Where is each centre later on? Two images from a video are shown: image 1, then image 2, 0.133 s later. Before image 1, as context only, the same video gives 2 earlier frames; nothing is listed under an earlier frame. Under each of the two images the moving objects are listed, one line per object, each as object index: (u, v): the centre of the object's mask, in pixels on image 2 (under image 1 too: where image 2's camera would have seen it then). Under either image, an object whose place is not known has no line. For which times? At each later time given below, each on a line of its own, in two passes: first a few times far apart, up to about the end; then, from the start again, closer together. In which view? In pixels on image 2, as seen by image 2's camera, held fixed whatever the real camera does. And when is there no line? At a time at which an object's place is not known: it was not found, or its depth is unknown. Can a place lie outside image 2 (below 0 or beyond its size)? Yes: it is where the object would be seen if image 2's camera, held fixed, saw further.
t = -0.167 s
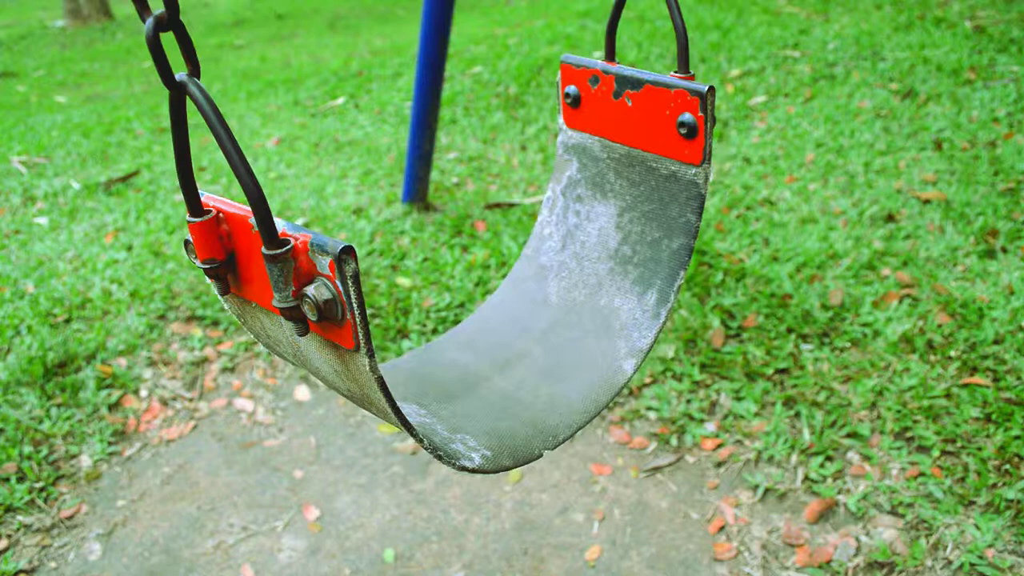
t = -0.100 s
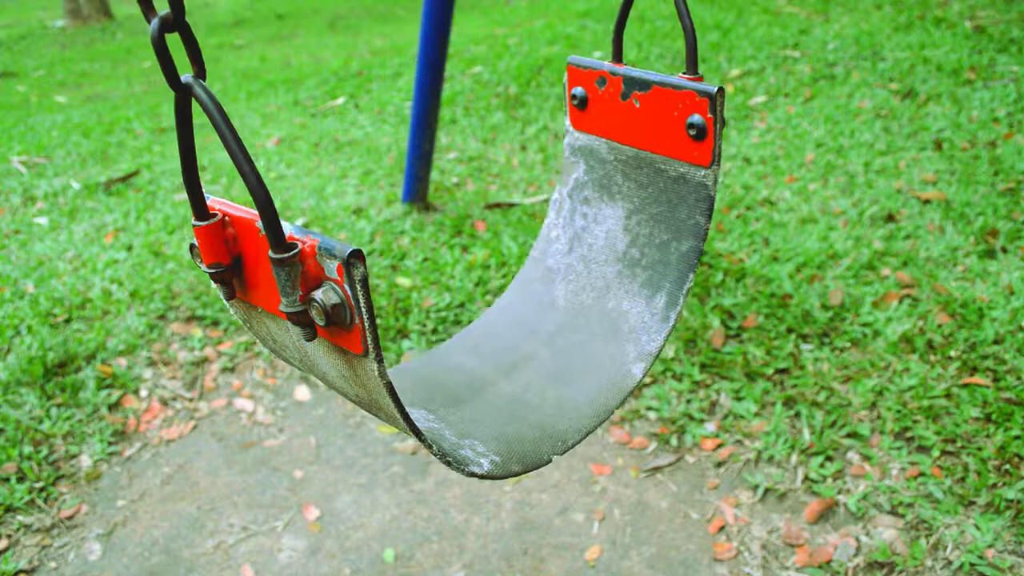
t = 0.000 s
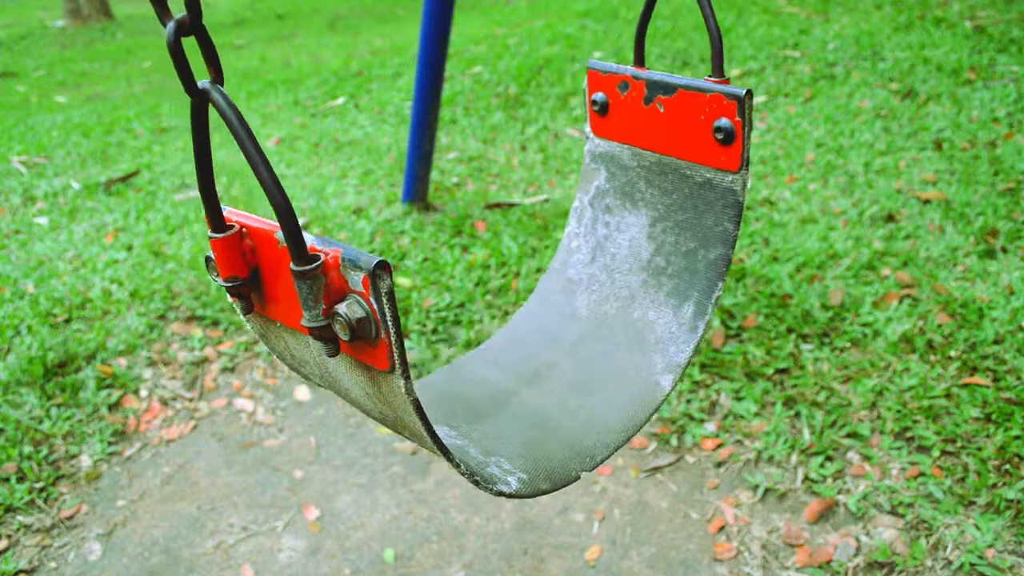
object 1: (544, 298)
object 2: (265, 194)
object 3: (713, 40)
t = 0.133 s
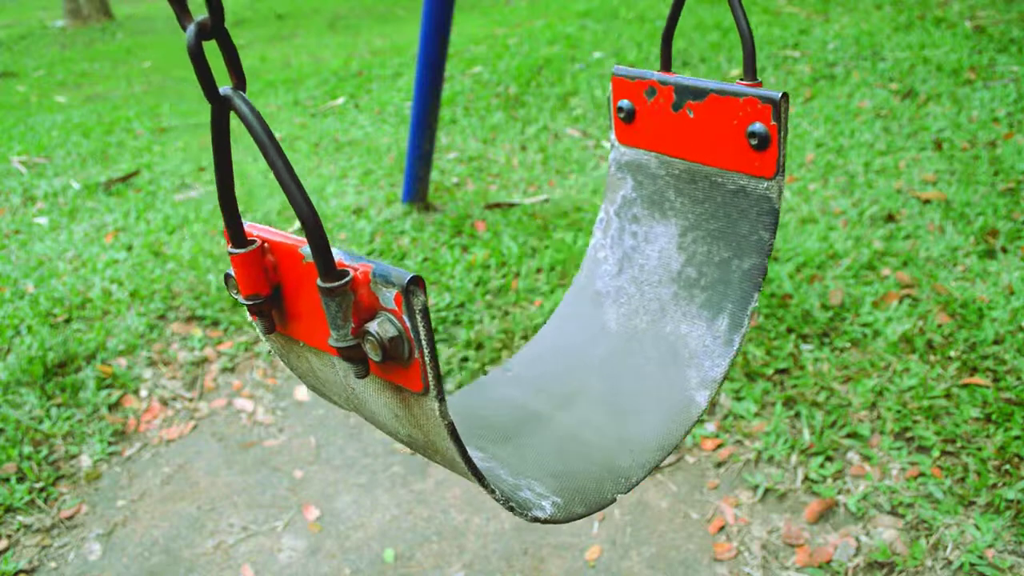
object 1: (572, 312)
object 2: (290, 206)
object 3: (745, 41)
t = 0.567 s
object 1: (602, 331)
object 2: (310, 223)
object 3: (782, 43)
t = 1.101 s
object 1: (498, 286)
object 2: (214, 182)
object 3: (669, 39)
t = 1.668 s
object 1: (457, 255)
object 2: (187, 160)
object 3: (614, 33)
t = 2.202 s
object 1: (540, 298)
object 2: (262, 194)
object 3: (709, 41)
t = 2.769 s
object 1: (597, 331)
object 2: (302, 222)
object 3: (776, 43)
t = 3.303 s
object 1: (500, 287)
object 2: (215, 183)
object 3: (672, 38)
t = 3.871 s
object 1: (453, 259)
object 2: (189, 164)
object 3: (614, 33)
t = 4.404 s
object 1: (535, 301)
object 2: (251, 196)
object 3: (705, 40)
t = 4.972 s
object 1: (595, 331)
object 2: (297, 223)
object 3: (772, 43)
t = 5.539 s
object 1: (499, 284)
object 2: (217, 183)
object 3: (667, 39)
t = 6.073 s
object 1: (460, 259)
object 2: (188, 163)
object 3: (618, 34)
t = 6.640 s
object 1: (539, 305)
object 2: (252, 199)
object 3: (710, 41)
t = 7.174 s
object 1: (594, 330)
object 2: (298, 223)
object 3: (770, 43)
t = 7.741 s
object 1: (502, 282)
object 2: (223, 182)
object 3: (673, 39)
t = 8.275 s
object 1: (461, 260)
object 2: (192, 162)
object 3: (620, 34)
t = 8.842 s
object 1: (535, 306)
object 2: (244, 200)
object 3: (707, 40)
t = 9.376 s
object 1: (592, 328)
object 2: (299, 220)
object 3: (770, 43)
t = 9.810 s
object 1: (530, 294)
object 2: (249, 191)
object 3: (704, 40)
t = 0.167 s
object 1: (578, 316)
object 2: (296, 207)
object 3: (752, 41)
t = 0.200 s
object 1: (584, 319)
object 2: (303, 211)
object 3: (758, 42)
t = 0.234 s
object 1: (589, 321)
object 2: (308, 213)
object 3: (764, 43)
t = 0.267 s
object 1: (595, 324)
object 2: (312, 214)
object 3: (770, 43)
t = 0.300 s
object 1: (599, 326)
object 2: (317, 218)
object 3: (774, 43)
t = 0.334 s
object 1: (602, 328)
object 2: (318, 217)
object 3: (778, 43)
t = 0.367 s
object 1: (605, 329)
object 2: (321, 220)
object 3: (782, 43)
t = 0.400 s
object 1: (606, 331)
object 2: (320, 222)
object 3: (783, 43)
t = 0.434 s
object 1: (607, 332)
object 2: (320, 224)
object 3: (785, 43)
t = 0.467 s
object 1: (607, 332)
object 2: (319, 223)
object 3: (786, 44)
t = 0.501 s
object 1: (606, 332)
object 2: (316, 224)
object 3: (785, 44)
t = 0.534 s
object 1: (605, 332)
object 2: (316, 226)
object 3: (784, 43)
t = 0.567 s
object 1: (602, 331)
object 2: (310, 223)
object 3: (782, 43)
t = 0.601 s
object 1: (598, 330)
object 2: (305, 223)
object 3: (779, 43)
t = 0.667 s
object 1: (588, 328)
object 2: (294, 221)
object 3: (770, 44)
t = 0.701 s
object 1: (583, 325)
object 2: (289, 219)
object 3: (765, 44)
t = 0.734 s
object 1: (580, 322)
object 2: (282, 216)
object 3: (758, 43)
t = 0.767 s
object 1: (571, 320)
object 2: (275, 214)
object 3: (751, 43)
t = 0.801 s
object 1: (563, 318)
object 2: (268, 211)
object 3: (743, 43)
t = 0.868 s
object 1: (549, 311)
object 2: (256, 207)
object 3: (728, 42)
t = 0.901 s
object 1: (542, 308)
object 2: (249, 204)
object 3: (720, 42)
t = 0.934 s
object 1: (537, 303)
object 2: (241, 198)
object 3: (711, 41)
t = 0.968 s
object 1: (527, 301)
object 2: (235, 196)
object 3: (702, 41)
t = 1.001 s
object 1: (520, 297)
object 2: (230, 193)
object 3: (694, 40)
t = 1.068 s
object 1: (505, 289)
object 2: (220, 187)
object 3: (677, 39)
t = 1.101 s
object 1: (498, 286)
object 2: (214, 182)
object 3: (669, 39)
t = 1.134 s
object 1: (492, 283)
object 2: (211, 181)
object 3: (662, 38)
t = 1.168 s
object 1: (486, 279)
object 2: (207, 178)
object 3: (654, 38)
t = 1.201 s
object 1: (480, 276)
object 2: (202, 174)
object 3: (648, 37)
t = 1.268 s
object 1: (469, 270)
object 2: (195, 171)
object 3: (635, 36)
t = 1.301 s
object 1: (467, 267)
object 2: (191, 166)
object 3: (630, 36)
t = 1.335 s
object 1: (461, 265)
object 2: (190, 166)
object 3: (626, 36)
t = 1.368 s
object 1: (457, 263)
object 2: (188, 167)
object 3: (621, 35)
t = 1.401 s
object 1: (454, 260)
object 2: (186, 164)
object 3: (618, 34)
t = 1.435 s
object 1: (450, 259)
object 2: (185, 162)
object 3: (615, 33)
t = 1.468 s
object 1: (451, 257)
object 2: (184, 160)
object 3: (613, 33)
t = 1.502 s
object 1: (450, 256)
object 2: (181, 158)
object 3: (611, 34)
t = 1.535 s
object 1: (450, 255)
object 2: (182, 158)
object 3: (611, 34)
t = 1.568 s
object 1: (450, 255)
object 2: (183, 159)
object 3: (611, 34)
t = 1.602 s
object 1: (451, 255)
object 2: (185, 158)
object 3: (611, 33)
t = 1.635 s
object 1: (452, 255)
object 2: (186, 159)
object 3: (612, 33)
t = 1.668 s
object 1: (457, 255)
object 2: (187, 160)
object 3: (614, 33)
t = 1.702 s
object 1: (459, 256)
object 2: (188, 158)
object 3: (616, 34)
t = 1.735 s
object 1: (461, 257)
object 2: (191, 160)
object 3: (619, 34)
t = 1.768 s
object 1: (462, 259)
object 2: (194, 161)
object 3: (623, 33)
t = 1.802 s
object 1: (465, 261)
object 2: (198, 165)
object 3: (627, 34)
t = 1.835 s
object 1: (470, 263)
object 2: (202, 166)
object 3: (632, 34)
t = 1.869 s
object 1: (478, 265)
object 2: (206, 166)
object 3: (637, 34)
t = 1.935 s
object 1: (485, 271)
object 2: (215, 172)
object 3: (649, 35)
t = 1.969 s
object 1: (494, 274)
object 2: (220, 174)
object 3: (655, 36)
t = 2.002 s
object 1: (497, 277)
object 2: (225, 176)
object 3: (662, 36)
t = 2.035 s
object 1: (506, 280)
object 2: (231, 176)
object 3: (669, 37)
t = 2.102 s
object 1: (518, 287)
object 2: (244, 185)
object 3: (685, 38)
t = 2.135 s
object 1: (525, 291)
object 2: (250, 187)
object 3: (693, 38)
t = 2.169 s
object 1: (532, 294)
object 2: (255, 188)
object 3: (701, 39)
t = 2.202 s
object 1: (540, 298)
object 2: (262, 194)
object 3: (709, 41)
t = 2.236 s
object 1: (547, 302)
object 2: (268, 196)
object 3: (717, 41)
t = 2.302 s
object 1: (560, 308)
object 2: (278, 203)
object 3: (732, 41)
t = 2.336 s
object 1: (567, 312)
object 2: (282, 204)
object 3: (740, 41)
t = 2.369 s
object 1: (573, 315)
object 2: (288, 208)
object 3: (747, 42)
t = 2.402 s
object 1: (579, 318)
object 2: (293, 211)
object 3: (753, 42)
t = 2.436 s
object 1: (584, 321)
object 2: (298, 215)
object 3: (759, 42)
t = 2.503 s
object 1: (592, 326)
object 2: (303, 218)
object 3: (769, 42)
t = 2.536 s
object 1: (595, 328)
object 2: (306, 220)
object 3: (773, 43)
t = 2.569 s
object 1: (598, 329)
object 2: (308, 221)
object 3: (776, 43)
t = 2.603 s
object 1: (603, 330)
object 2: (309, 222)
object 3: (778, 43)
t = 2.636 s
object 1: (604, 331)
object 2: (310, 224)
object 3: (779, 43)
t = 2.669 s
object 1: (604, 331)
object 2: (309, 222)
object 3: (780, 43)
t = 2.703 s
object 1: (601, 332)
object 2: (308, 224)
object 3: (780, 43)
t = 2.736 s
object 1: (599, 332)
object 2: (307, 225)
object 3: (779, 43)
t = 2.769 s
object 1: (597, 331)
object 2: (302, 222)
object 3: (776, 43)
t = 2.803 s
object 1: (594, 330)
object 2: (301, 223)
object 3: (774, 43)
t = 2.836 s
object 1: (593, 328)
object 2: (297, 220)
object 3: (770, 42)
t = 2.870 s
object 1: (586, 327)
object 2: (293, 219)
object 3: (766, 43)
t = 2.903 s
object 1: (581, 325)
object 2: (286, 215)
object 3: (761, 43)
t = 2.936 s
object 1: (575, 323)
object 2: (281, 214)
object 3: (755, 43)
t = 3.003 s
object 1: (565, 317)
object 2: (271, 211)
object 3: (742, 43)
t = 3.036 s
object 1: (556, 314)
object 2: (264, 207)
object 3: (735, 43)
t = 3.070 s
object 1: (552, 311)
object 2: (257, 206)
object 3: (727, 42)
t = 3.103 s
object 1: (542, 308)
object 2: (251, 202)
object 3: (720, 42)
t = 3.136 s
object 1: (538, 304)
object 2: (244, 200)
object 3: (711, 41)
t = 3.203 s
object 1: (521, 298)
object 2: (231, 193)
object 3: (695, 40)
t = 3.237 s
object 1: (513, 294)
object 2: (226, 190)
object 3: (688, 40)
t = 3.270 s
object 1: (507, 290)
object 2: (221, 187)
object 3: (680, 40)
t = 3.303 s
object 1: (500, 287)
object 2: (215, 183)
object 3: (672, 38)
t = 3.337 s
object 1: (494, 284)
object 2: (211, 182)
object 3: (665, 38)
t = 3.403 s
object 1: (485, 277)
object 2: (202, 176)
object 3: (652, 37)
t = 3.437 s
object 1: (477, 274)
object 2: (198, 175)
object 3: (645, 36)
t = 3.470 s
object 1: (475, 271)
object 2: (195, 173)
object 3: (639, 36)
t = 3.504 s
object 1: (470, 269)
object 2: (192, 170)
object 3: (634, 36)
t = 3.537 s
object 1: (464, 267)
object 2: (189, 168)
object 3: (630, 36)
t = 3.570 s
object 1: (460, 265)
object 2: (188, 167)
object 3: (625, 36)
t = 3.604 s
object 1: (457, 263)
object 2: (186, 166)
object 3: (621, 34)
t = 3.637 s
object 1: (454, 262)
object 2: (184, 163)
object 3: (618, 34)
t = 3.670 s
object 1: (451, 260)
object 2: (185, 163)
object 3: (616, 33)
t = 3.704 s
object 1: (449, 259)
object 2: (184, 162)
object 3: (614, 33)
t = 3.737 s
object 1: (448, 259)
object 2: (183, 160)
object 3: (612, 33)
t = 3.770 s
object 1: (449, 258)
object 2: (183, 159)
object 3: (612, 33)
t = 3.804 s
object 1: (449, 258)
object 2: (185, 161)
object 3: (612, 33)
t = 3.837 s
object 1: (452, 259)
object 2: (186, 161)
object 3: (613, 34)
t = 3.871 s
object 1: (453, 259)
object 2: (189, 164)
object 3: (614, 33)
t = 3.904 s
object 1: (455, 260)
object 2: (190, 163)
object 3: (617, 33)
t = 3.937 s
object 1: (462, 261)
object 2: (191, 163)
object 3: (619, 34)
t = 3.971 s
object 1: (463, 262)
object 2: (193, 165)
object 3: (623, 34)
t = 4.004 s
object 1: (465, 264)
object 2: (196, 166)
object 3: (627, 34)
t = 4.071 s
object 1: (473, 268)
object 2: (202, 169)
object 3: (637, 36)
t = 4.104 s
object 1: (481, 271)
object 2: (205, 171)
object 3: (642, 36)
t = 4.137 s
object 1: (484, 274)
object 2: (210, 174)
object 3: (648, 36)
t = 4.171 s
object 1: (489, 276)
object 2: (213, 174)
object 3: (654, 36)
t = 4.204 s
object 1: (498, 279)
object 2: (219, 178)
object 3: (661, 37)
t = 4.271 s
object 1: (507, 286)
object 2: (227, 183)
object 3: (675, 38)
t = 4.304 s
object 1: (515, 290)
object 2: (234, 188)
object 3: (683, 38)
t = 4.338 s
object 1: (521, 293)
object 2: (239, 190)
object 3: (690, 39)
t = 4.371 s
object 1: (528, 297)
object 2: (246, 193)
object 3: (698, 39)
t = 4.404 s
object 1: (535, 301)
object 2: (251, 196)
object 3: (705, 40)
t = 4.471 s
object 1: (548, 307)
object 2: (263, 202)
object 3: (720, 41)
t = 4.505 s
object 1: (554, 311)
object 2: (269, 205)
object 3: (728, 41)
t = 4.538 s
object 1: (561, 314)
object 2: (274, 207)
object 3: (735, 42)
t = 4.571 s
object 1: (567, 317)
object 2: (278, 210)
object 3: (741, 42)
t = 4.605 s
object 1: (572, 320)
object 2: (283, 212)
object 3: (747, 42)
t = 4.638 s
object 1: (578, 323)
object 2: (288, 214)
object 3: (753, 43)
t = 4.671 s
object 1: (582, 325)
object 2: (293, 218)
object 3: (758, 43)
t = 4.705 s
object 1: (589, 327)
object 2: (295, 218)
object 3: (762, 44)
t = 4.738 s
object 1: (589, 329)
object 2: (299, 222)
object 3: (766, 43)
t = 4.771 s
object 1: (592, 331)
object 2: (300, 221)
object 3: (770, 44)
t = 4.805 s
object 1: (593, 332)
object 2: (301, 224)
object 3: (772, 44)
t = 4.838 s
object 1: (595, 333)
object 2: (303, 227)
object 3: (773, 43)
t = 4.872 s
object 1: (595, 333)
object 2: (303, 228)
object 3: (774, 44)
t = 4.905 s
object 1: (595, 333)
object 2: (301, 227)
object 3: (774, 44)
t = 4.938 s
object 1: (594, 333)
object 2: (299, 228)
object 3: (773, 44)
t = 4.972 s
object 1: (595, 331)
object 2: (297, 223)
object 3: (772, 43)
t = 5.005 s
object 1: (589, 331)
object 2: (292, 222)
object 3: (770, 44)
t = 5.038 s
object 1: (586, 329)
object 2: (290, 223)
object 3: (767, 43)
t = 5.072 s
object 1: (585, 327)
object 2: (285, 221)
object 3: (763, 44)
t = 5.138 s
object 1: (573, 323)
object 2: (275, 216)
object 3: (753, 43)
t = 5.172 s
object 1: (568, 320)
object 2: (271, 214)
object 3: (748, 43)
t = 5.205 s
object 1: (561, 317)
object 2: (265, 211)
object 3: (741, 43)
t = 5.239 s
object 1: (555, 314)
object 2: (260, 207)
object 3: (734, 42)
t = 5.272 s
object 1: (548, 311)
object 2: (254, 204)
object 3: (727, 42)
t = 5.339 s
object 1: (536, 305)
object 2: (245, 200)
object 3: (712, 41)
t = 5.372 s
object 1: (528, 301)
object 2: (238, 196)
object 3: (704, 41)
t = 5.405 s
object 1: (522, 298)
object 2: (236, 196)
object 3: (697, 41)
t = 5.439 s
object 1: (515, 294)
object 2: (230, 191)
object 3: (689, 41)
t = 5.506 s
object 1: (503, 287)
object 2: (221, 185)
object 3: (674, 39)
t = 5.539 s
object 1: (499, 284)
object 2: (217, 183)
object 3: (667, 39)
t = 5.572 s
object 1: (491, 281)
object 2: (213, 179)
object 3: (661, 39)
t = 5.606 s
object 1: (486, 278)
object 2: (210, 177)
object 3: (655, 38)
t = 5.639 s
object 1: (483, 275)
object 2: (206, 175)
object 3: (648, 37)
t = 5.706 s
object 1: (472, 270)
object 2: (199, 172)
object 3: (638, 37)
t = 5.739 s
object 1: (468, 267)
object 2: (196, 168)
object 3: (633, 36)
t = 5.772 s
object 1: (465, 265)
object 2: (195, 166)
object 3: (630, 36)
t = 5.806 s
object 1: (465, 263)
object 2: (192, 164)
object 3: (626, 35)
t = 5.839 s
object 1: (462, 262)
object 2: (191, 166)
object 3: (623, 34)
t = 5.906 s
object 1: (460, 259)
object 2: (189, 164)
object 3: (619, 34)
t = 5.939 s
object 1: (456, 259)
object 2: (188, 163)
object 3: (617, 34)
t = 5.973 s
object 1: (455, 259)
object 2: (188, 164)
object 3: (617, 33)
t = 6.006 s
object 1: (455, 259)
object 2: (188, 163)
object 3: (617, 33)
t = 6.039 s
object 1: (456, 259)
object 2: (187, 163)
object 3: (617, 34)
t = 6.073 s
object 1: (460, 259)
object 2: (188, 163)
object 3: (618, 34)
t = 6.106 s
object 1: (462, 260)
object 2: (191, 165)
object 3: (621, 33)
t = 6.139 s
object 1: (464, 261)
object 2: (191, 165)
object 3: (622, 34)
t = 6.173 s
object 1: (466, 263)
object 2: (194, 165)
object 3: (626, 34)
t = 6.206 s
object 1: (467, 265)
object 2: (197, 167)
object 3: (630, 35)
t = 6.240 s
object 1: (470, 267)
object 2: (200, 168)
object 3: (634, 36)
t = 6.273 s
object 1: (477, 269)
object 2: (202, 169)
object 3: (638, 36)
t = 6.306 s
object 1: (481, 272)
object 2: (206, 172)
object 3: (642, 37)
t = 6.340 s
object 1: (483, 275)
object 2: (210, 174)
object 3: (648, 36)
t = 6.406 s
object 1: (494, 281)
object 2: (219, 180)
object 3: (660, 38)
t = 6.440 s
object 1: (500, 284)
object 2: (223, 181)
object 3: (666, 39)
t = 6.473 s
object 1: (506, 287)
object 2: (227, 183)
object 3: (673, 38)
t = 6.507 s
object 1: (512, 291)
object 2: (232, 188)
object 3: (680, 38)
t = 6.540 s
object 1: (519, 295)
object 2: (237, 190)
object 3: (688, 39)
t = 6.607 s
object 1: (532, 302)
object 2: (246, 195)
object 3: (702, 40)
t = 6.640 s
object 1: (539, 305)
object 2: (252, 199)
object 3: (710, 41)
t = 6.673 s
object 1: (545, 308)
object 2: (257, 203)
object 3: (717, 42)
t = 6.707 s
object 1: (551, 311)
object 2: (263, 205)
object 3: (725, 41)
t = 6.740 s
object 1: (557, 314)
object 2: (267, 208)
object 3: (731, 42)
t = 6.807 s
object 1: (568, 320)
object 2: (275, 213)
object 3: (744, 42)
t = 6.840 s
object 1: (574, 323)
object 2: (280, 215)
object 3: (750, 43)
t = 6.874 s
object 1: (578, 325)
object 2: (285, 218)
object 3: (755, 42)
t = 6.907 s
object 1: (582, 327)
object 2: (288, 220)
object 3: (760, 43)
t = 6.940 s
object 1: (586, 329)
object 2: (291, 222)
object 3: (764, 43)
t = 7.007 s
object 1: (593, 330)
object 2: (295, 223)
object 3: (769, 43)
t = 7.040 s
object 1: (593, 331)
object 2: (297, 222)
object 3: (771, 43)
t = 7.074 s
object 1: (593, 332)
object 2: (299, 223)
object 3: (772, 43)
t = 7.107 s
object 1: (594, 332)
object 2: (300, 224)
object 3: (772, 44)
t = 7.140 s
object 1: (593, 331)
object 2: (298, 223)
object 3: (772, 44)
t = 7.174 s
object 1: (594, 330)
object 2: (298, 223)
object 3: (770, 43)
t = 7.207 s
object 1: (592, 328)
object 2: (295, 219)
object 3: (768, 43)
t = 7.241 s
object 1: (589, 327)
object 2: (294, 219)
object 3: (766, 43)
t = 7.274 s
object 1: (582, 325)
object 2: (291, 218)
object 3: (762, 43)
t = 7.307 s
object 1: (579, 323)
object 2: (288, 216)
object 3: (758, 43)
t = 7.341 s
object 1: (574, 321)
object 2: (282, 215)
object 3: (753, 42)
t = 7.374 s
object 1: (570, 318)
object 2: (280, 212)
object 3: (748, 42)
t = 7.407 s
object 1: (564, 316)
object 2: (275, 211)
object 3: (742, 43)
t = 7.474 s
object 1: (552, 309)
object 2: (263, 204)
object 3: (729, 42)
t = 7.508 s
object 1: (546, 306)
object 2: (259, 201)
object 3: (722, 41)
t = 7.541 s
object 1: (540, 303)
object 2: (254, 198)
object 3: (716, 41)
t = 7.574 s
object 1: (534, 299)
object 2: (248, 196)
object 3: (708, 40)
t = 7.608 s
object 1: (529, 295)
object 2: (243, 193)
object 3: (701, 40)
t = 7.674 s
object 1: (517, 288)
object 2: (233, 186)
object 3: (687, 40)
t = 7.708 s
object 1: (508, 285)
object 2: (228, 183)
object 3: (680, 39)
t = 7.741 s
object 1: (502, 282)
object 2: (223, 182)
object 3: (673, 39)
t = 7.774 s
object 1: (499, 279)
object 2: (219, 179)
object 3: (667, 38)
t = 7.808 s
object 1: (491, 276)
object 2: (214, 175)
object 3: (660, 38)
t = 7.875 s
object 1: (484, 271)
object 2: (207, 171)
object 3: (648, 36)
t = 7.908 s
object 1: (480, 269)
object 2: (204, 170)
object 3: (643, 36)
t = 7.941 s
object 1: (473, 266)
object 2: (202, 168)
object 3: (639, 36)
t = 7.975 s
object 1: (469, 265)
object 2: (199, 167)
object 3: (634, 36)
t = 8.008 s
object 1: (466, 263)
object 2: (197, 165)
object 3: (630, 34)
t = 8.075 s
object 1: (462, 261)
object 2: (195, 164)
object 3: (624, 34)
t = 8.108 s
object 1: (462, 260)
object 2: (194, 163)
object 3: (621, 33)
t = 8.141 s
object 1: (459, 259)
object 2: (193, 161)
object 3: (620, 33)
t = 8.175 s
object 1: (460, 259)
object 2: (192, 163)
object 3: (619, 34)
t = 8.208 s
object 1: (460, 259)
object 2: (192, 161)
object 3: (619, 34)
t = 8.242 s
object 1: (460, 260)
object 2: (191, 163)
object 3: (619, 34)
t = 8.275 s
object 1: (461, 260)
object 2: (192, 162)
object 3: (620, 34)
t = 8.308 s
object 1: (462, 261)
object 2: (192, 164)
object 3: (621, 34)
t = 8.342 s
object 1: (464, 263)
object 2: (193, 166)
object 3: (623, 34)
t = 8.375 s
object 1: (464, 264)
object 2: (194, 167)
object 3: (626, 34)
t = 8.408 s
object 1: (467, 266)
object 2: (196, 167)
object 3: (630, 35)
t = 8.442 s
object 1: (469, 269)
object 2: (197, 169)
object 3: (633, 35)
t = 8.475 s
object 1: (473, 271)
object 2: (200, 172)
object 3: (638, 36)
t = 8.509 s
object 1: (477, 273)
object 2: (202, 173)
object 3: (642, 37)
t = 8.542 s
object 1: (484, 276)
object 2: (205, 175)
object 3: (647, 37)
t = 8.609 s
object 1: (493, 282)
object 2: (212, 180)
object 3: (659, 38)
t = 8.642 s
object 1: (498, 286)
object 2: (215, 183)
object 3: (665, 38)
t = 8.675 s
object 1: (504, 289)
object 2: (219, 186)
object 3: (672, 39)
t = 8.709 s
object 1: (510, 292)
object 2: (224, 189)
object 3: (679, 39)
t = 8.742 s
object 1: (516, 296)
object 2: (229, 192)
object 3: (686, 39)
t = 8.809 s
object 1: (529, 303)
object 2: (240, 198)
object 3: (700, 40)
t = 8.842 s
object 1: (535, 306)
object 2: (244, 200)
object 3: (707, 40)
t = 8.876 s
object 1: (542, 309)
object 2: (251, 204)
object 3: (714, 41)
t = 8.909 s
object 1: (551, 312)
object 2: (256, 205)
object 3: (722, 41)
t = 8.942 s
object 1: (554, 315)
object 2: (263, 212)
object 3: (729, 43)
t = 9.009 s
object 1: (565, 321)
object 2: (272, 213)
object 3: (741, 43)
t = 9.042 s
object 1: (571, 323)
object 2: (279, 216)
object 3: (746, 43)
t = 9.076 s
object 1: (575, 325)
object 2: (282, 216)
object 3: (751, 43)
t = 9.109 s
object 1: (579, 327)
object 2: (287, 220)
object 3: (756, 43)
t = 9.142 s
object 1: (583, 328)
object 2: (291, 220)
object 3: (760, 43)
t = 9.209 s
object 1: (589, 330)
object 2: (295, 221)
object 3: (766, 43)
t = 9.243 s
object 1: (591, 330)
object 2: (297, 221)
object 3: (769, 43)
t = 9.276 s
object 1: (592, 330)
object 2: (298, 222)
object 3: (770, 43)
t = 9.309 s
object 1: (593, 330)
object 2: (300, 222)
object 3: (771, 43)
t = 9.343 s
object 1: (592, 329)
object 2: (300, 221)
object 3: (771, 43)
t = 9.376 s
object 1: (592, 328)
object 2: (299, 220)
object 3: (770, 43)
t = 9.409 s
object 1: (592, 326)
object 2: (297, 221)
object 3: (768, 43)
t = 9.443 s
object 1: (590, 324)
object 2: (294, 215)
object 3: (766, 43)
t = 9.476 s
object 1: (584, 323)
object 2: (292, 214)
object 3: (763, 43)
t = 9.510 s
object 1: (580, 321)
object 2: (290, 215)
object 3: (759, 43)
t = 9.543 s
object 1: (576, 319)
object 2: (286, 212)
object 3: (755, 43)
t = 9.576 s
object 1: (571, 316)
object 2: (281, 210)
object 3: (750, 43)
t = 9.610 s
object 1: (566, 313)
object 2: (277, 207)
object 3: (744, 42)
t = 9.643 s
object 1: (563, 310)
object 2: (272, 204)
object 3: (738, 41)
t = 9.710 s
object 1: (549, 304)
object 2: (264, 199)
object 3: (725, 41)
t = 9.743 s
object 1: (542, 301)
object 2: (257, 195)
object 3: (718, 41)
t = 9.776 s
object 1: (536, 297)
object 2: (253, 192)
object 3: (711, 41)
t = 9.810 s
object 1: (530, 294)
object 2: (249, 191)
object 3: (704, 40)
